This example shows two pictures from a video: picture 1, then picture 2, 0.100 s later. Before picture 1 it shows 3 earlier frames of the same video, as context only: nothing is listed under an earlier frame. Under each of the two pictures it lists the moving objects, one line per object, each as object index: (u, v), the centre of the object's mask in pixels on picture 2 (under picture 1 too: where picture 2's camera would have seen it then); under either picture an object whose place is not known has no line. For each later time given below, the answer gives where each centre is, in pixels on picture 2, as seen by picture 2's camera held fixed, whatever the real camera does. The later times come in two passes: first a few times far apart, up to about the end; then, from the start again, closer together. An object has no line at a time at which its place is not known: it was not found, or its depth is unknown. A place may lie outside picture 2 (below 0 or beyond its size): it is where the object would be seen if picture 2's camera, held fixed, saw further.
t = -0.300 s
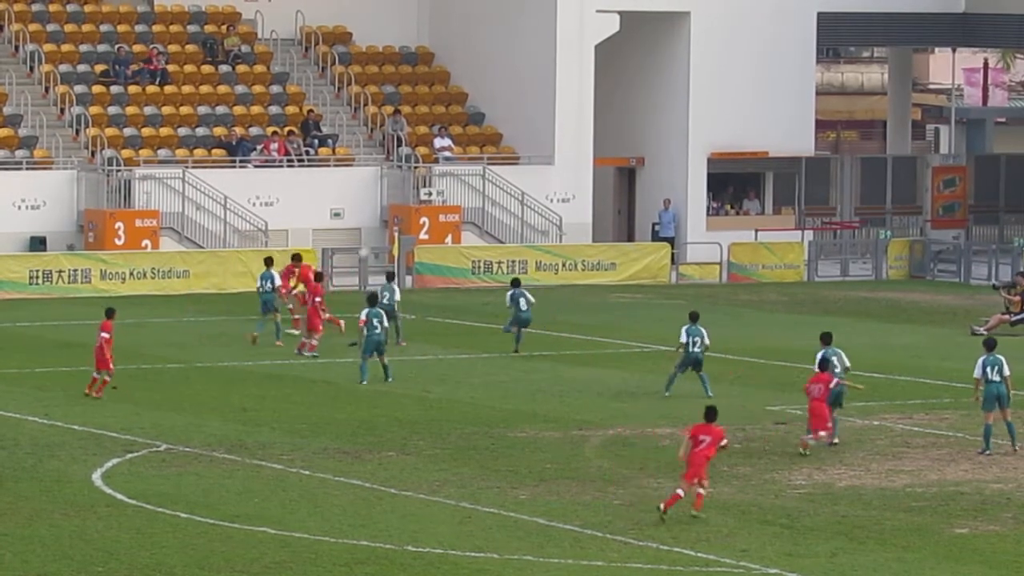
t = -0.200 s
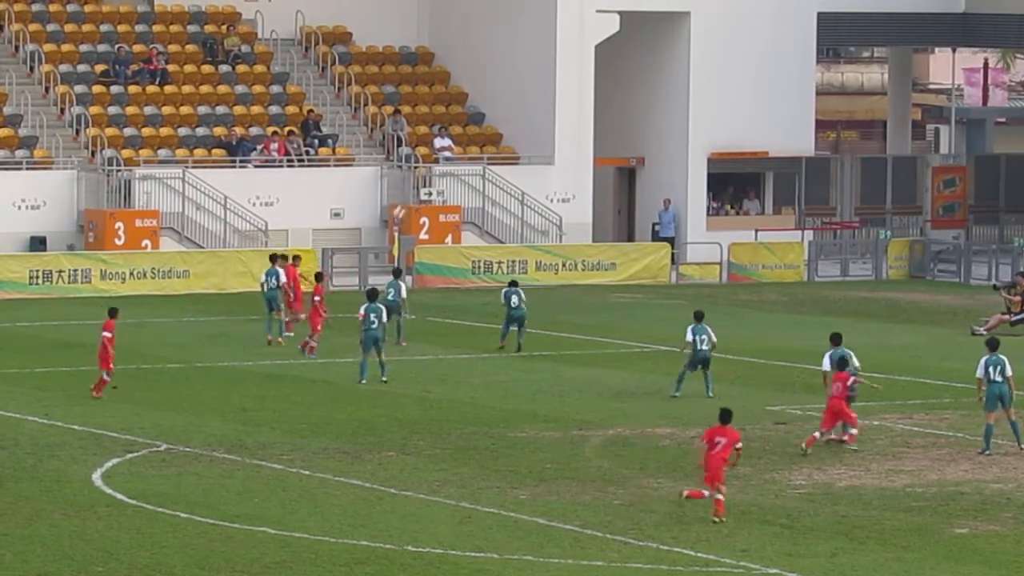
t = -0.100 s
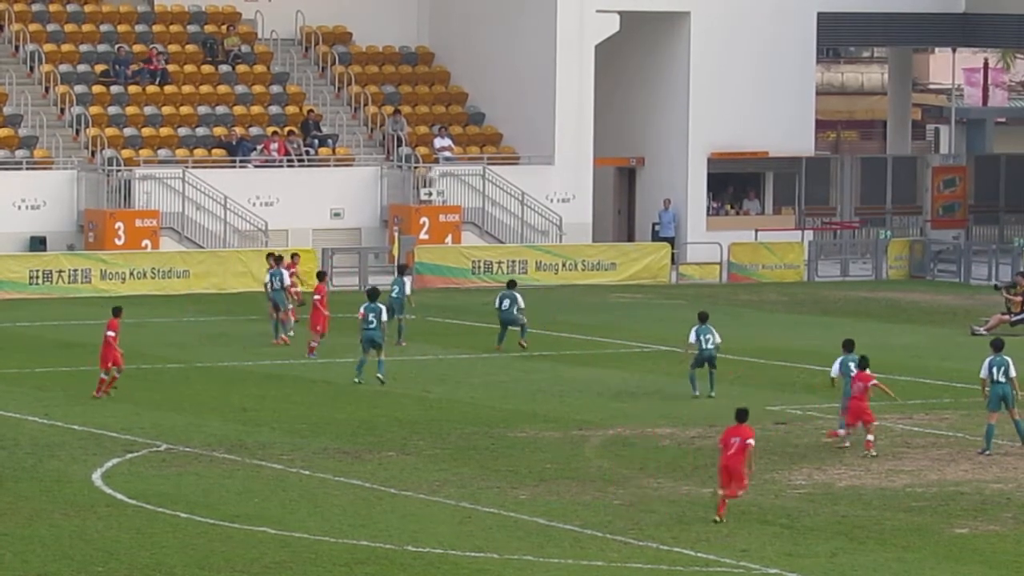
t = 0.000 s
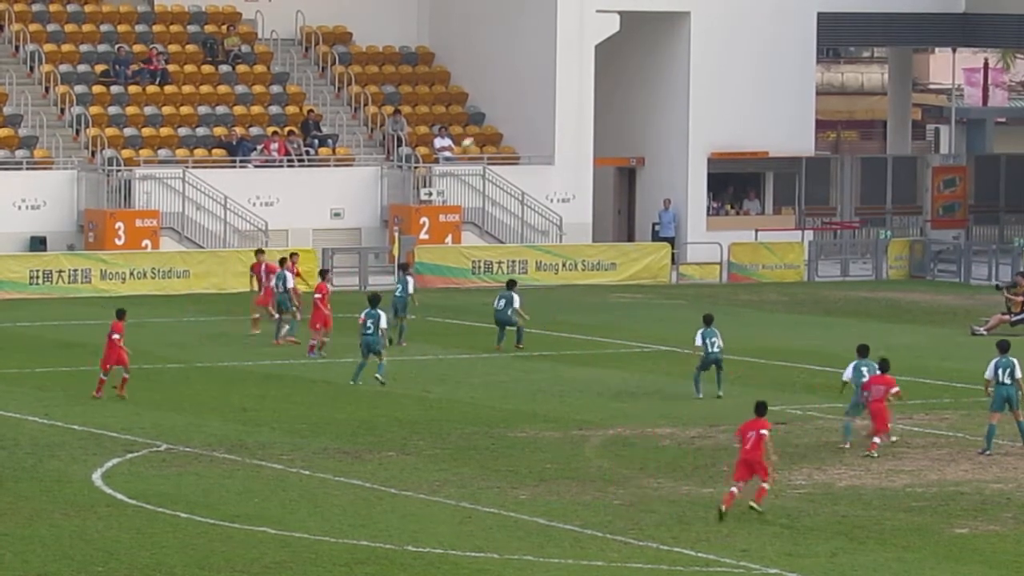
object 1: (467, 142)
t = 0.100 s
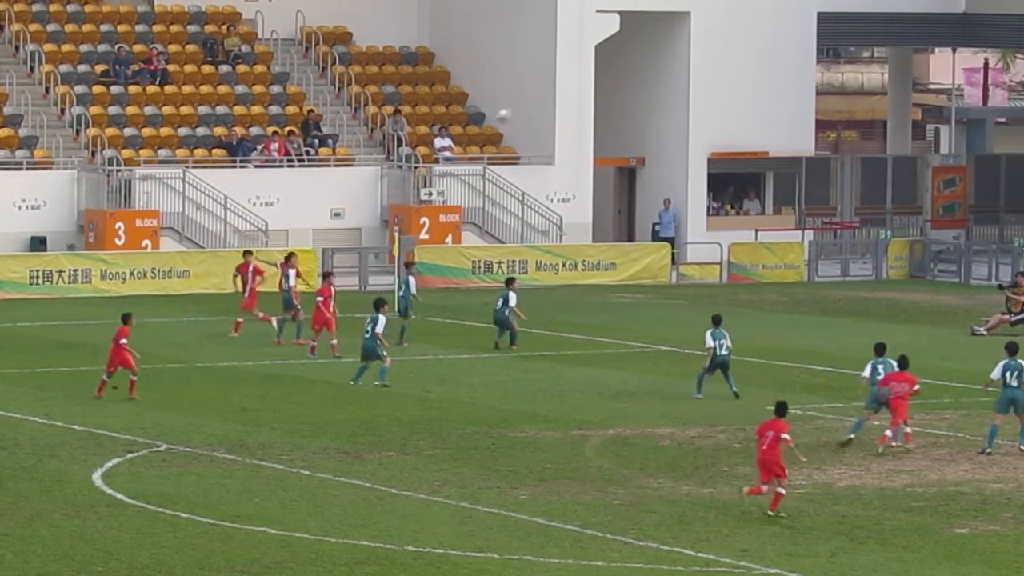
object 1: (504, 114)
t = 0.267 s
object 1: (563, 78)
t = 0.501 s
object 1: (651, 45)
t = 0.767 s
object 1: (755, 45)
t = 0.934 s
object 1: (824, 62)
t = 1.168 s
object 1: (923, 119)
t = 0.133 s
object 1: (515, 105)
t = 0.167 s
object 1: (528, 97)
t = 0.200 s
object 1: (540, 88)
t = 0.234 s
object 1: (550, 83)
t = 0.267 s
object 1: (563, 78)
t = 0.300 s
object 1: (575, 71)
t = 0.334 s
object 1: (588, 65)
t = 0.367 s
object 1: (601, 58)
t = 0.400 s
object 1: (613, 54)
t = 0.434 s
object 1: (626, 49)
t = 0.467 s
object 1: (638, 47)
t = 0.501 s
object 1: (651, 45)
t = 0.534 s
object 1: (664, 42)
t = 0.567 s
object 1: (677, 41)
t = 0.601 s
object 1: (689, 39)
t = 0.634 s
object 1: (703, 40)
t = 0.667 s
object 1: (716, 39)
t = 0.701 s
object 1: (729, 40)
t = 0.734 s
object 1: (742, 41)
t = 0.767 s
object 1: (755, 45)
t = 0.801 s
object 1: (769, 46)
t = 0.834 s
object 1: (782, 49)
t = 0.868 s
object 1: (795, 52)
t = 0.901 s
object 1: (811, 57)
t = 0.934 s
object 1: (824, 62)
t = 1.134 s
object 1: (910, 109)
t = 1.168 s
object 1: (923, 119)
